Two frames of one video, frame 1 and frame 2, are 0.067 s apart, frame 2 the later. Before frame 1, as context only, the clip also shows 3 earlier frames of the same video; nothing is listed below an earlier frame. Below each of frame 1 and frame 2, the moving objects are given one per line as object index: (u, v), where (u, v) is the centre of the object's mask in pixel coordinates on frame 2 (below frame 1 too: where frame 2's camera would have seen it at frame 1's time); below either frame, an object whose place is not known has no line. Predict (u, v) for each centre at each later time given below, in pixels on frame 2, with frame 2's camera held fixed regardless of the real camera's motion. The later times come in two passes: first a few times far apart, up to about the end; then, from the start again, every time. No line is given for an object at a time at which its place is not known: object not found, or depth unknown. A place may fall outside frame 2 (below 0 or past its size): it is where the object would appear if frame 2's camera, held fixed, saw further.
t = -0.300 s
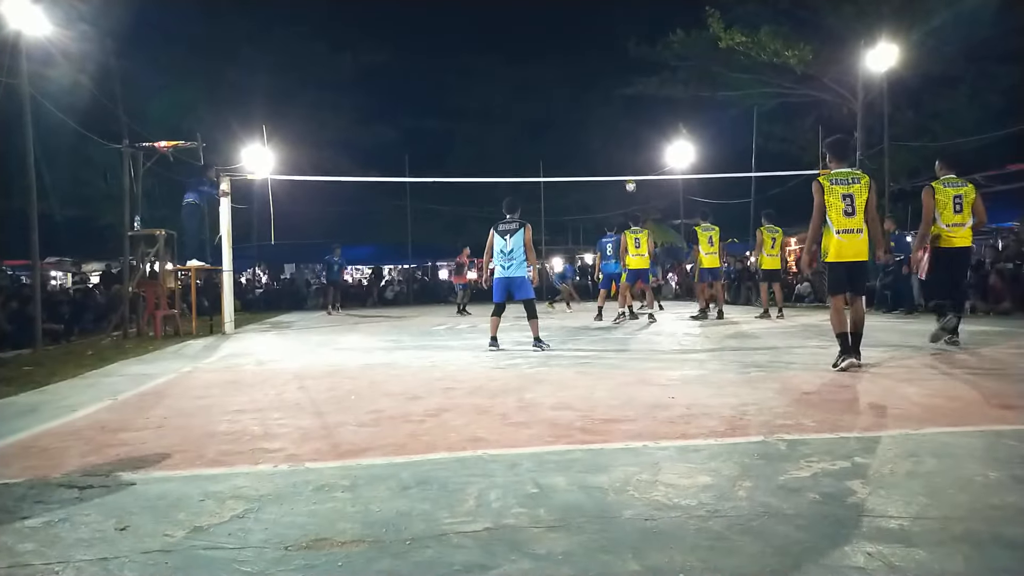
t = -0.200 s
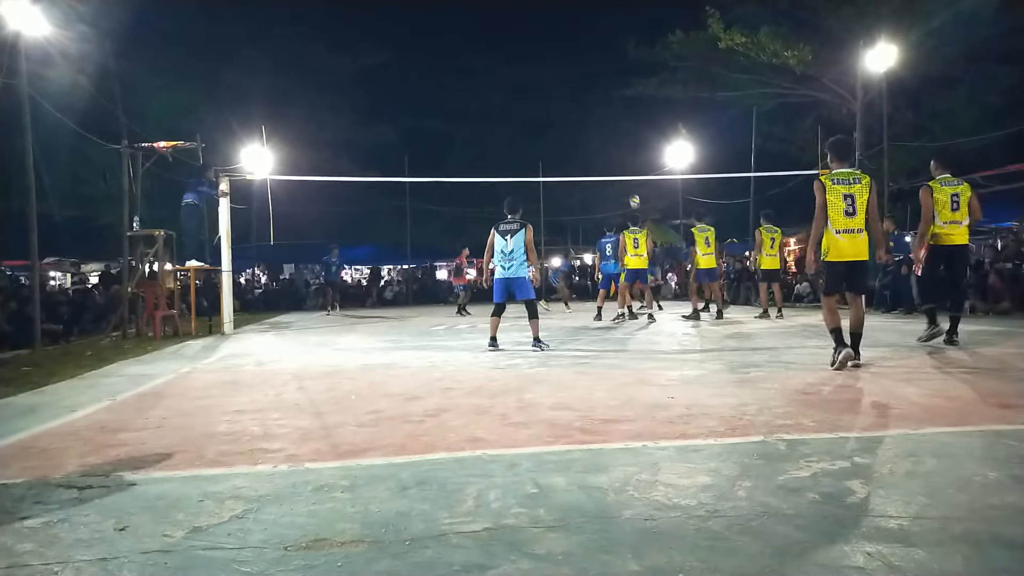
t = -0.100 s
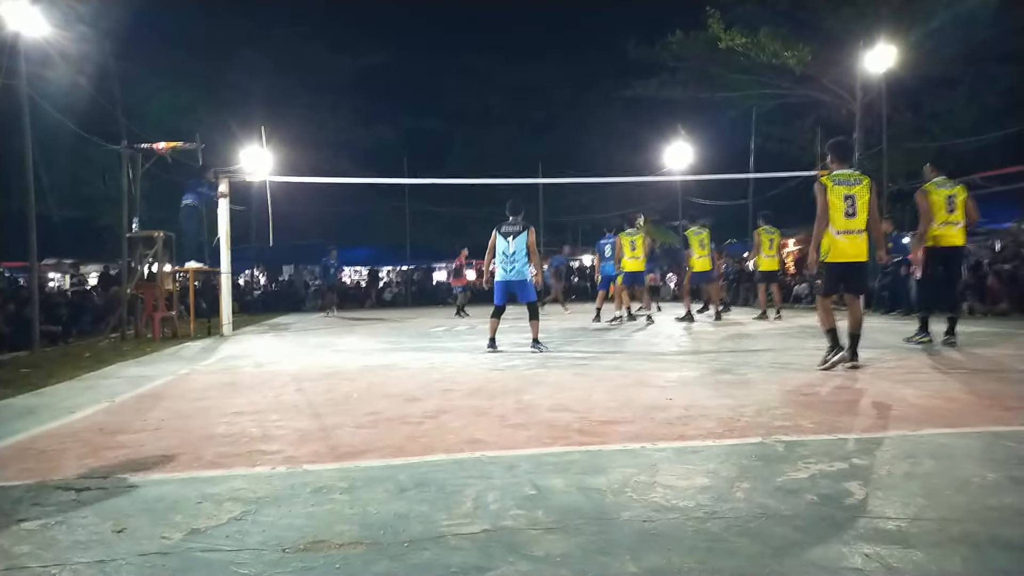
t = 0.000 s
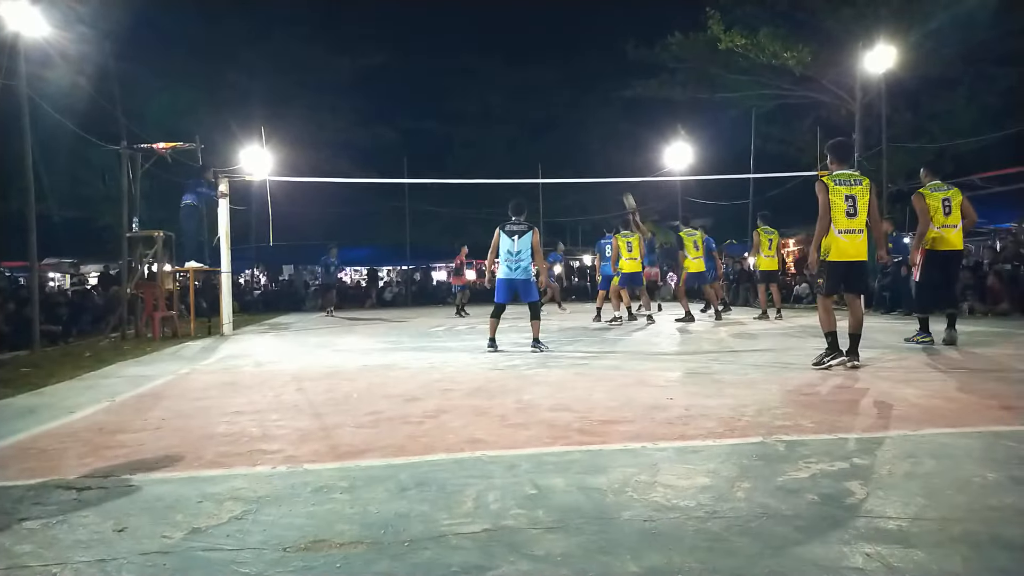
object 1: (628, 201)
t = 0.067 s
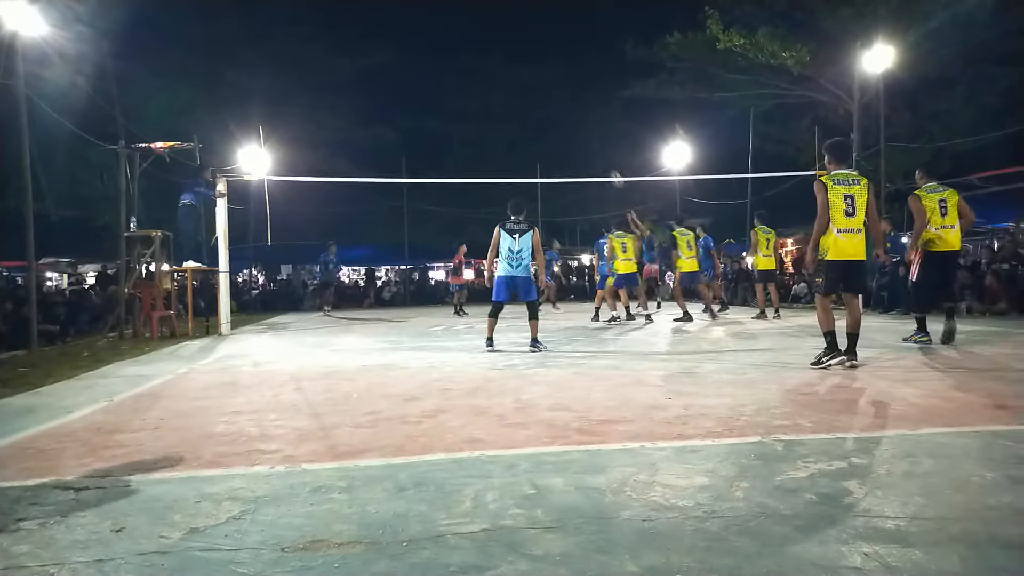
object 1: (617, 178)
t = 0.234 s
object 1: (588, 132)
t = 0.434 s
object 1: (556, 90)
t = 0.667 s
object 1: (518, 62)
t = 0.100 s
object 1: (610, 169)
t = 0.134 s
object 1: (605, 159)
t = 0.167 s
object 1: (599, 149)
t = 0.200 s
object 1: (594, 140)
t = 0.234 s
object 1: (588, 132)
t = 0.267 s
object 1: (583, 124)
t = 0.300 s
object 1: (578, 116)
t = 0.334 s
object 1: (572, 109)
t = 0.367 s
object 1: (567, 102)
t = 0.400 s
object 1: (562, 95)
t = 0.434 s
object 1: (556, 90)
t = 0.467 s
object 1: (551, 84)
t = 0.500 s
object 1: (546, 79)
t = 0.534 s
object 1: (540, 74)
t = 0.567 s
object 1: (535, 71)
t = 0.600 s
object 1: (529, 67)
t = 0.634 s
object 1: (524, 64)
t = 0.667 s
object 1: (518, 62)
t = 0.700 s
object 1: (512, 60)
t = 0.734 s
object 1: (507, 58)
